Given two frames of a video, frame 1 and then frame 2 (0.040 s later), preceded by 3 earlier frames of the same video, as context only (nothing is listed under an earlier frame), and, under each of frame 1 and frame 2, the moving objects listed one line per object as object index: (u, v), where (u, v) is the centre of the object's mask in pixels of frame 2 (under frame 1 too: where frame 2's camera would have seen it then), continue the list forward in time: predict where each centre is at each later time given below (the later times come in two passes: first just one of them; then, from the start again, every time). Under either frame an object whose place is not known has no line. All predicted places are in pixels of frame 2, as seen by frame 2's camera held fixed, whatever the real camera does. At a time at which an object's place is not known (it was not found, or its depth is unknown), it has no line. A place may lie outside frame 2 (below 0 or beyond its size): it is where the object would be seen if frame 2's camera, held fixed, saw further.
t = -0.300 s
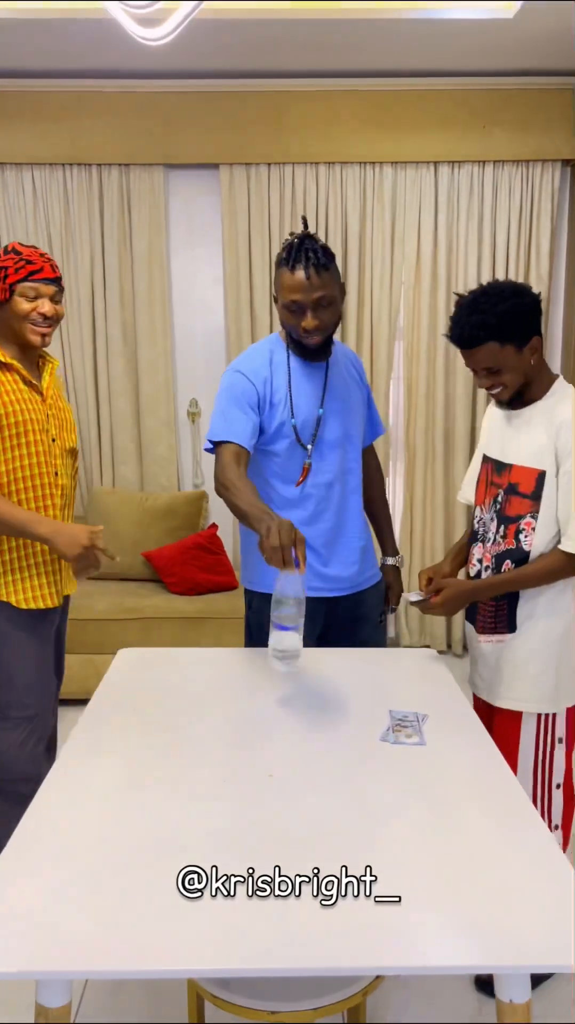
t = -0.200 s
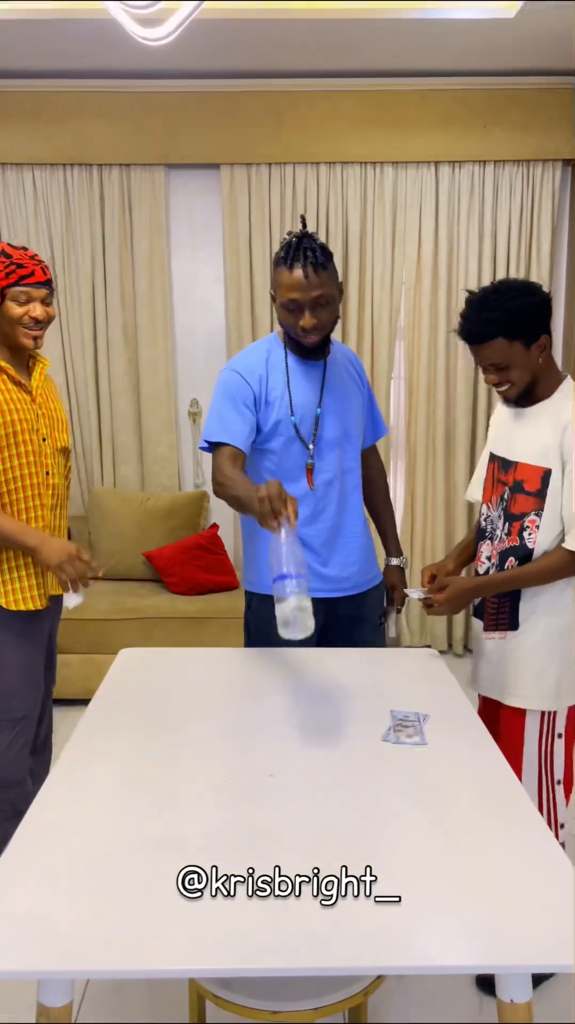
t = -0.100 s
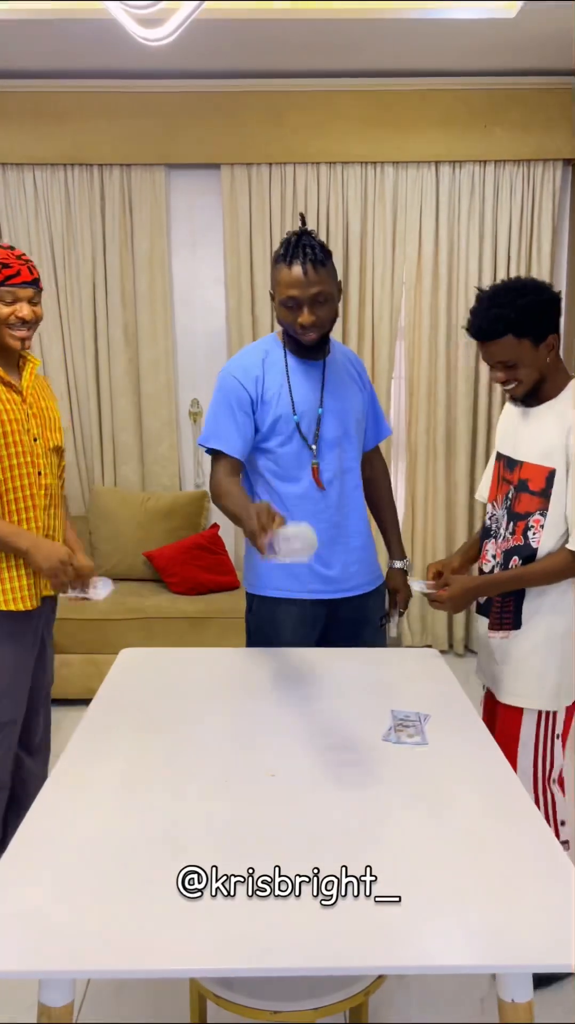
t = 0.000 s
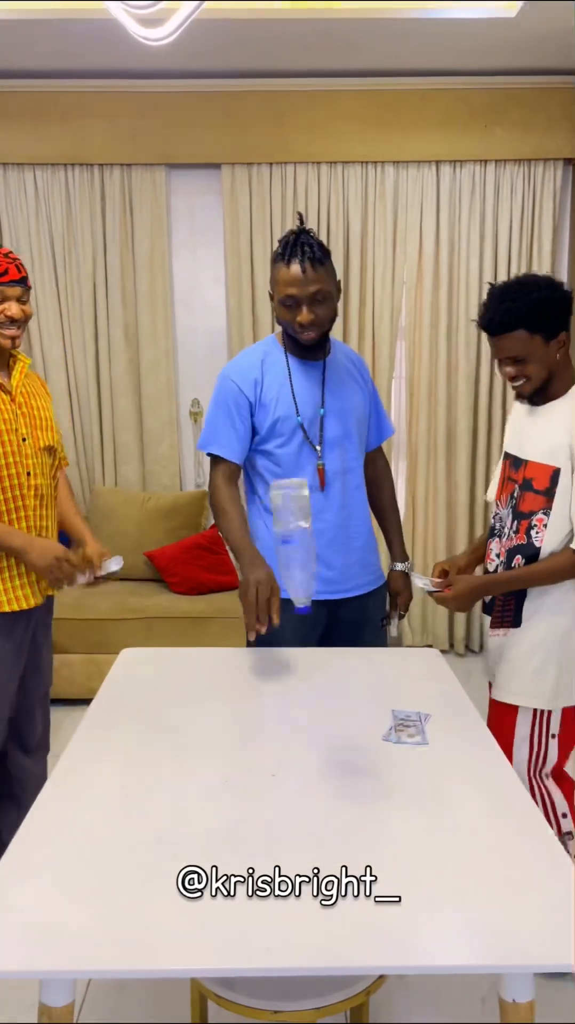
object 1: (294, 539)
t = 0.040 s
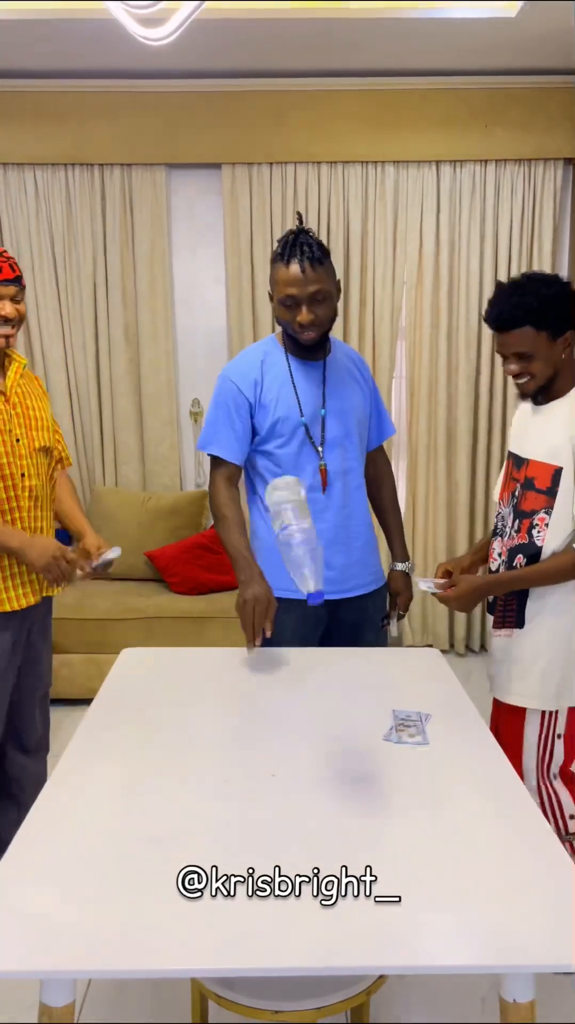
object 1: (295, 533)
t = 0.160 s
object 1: (283, 565)
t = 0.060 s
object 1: (295, 532)
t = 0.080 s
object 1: (295, 534)
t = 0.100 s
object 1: (294, 535)
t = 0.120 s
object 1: (292, 537)
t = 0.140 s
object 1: (282, 551)
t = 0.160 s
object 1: (283, 565)
